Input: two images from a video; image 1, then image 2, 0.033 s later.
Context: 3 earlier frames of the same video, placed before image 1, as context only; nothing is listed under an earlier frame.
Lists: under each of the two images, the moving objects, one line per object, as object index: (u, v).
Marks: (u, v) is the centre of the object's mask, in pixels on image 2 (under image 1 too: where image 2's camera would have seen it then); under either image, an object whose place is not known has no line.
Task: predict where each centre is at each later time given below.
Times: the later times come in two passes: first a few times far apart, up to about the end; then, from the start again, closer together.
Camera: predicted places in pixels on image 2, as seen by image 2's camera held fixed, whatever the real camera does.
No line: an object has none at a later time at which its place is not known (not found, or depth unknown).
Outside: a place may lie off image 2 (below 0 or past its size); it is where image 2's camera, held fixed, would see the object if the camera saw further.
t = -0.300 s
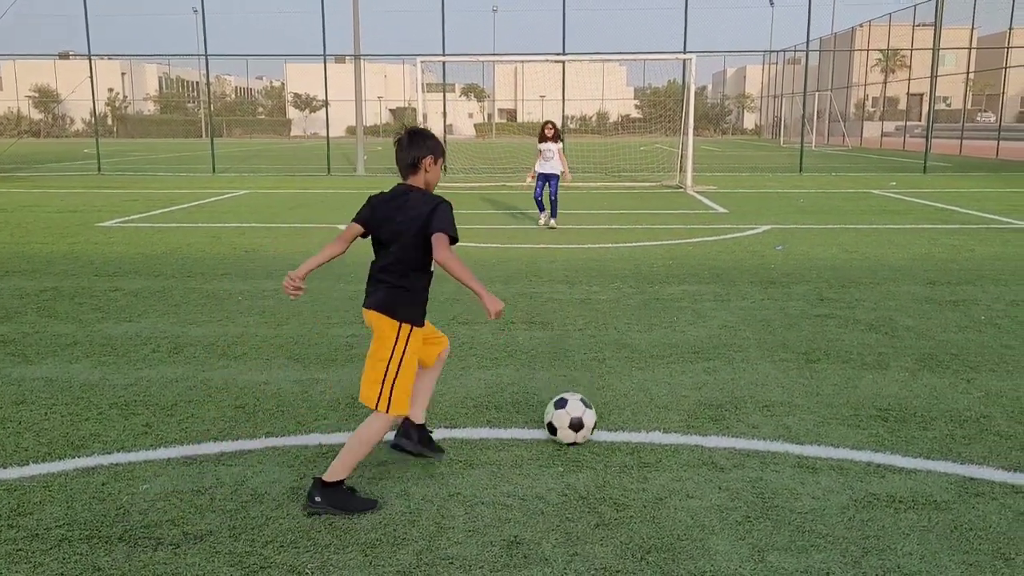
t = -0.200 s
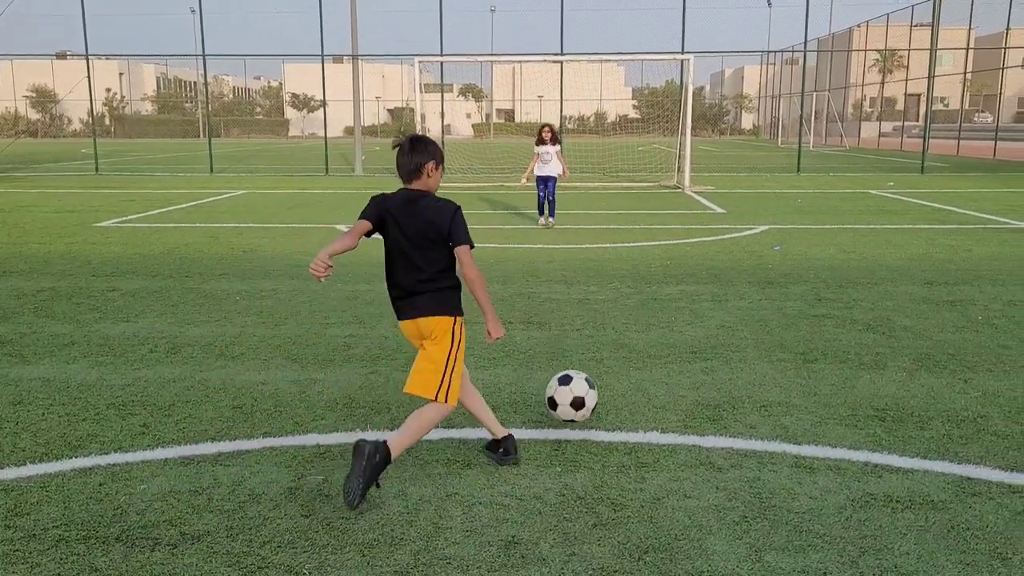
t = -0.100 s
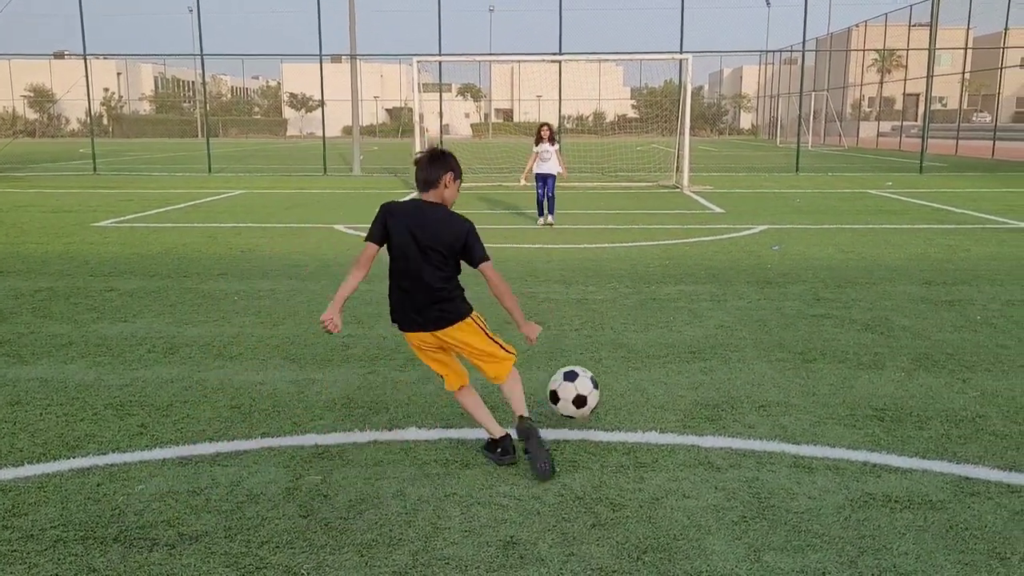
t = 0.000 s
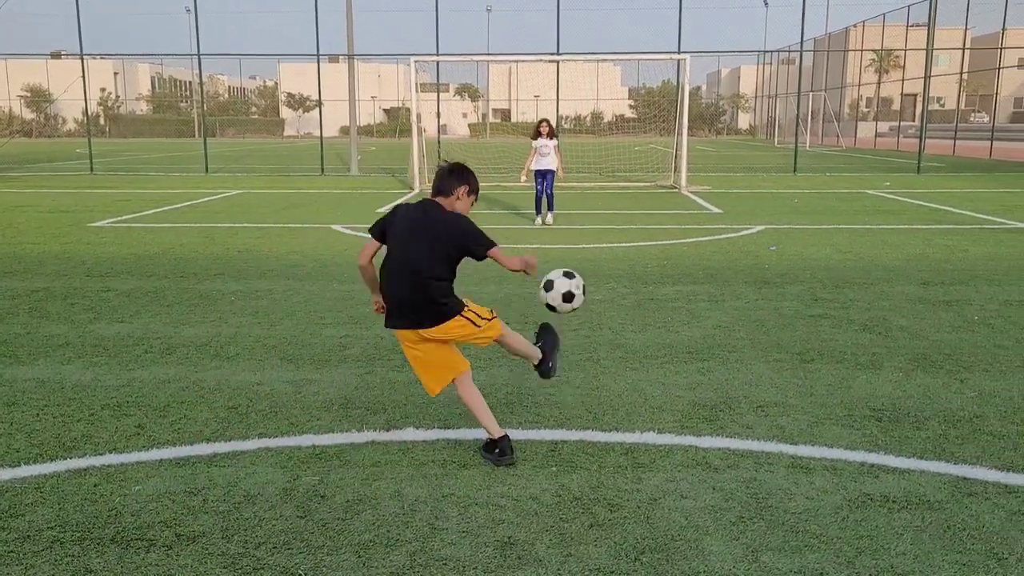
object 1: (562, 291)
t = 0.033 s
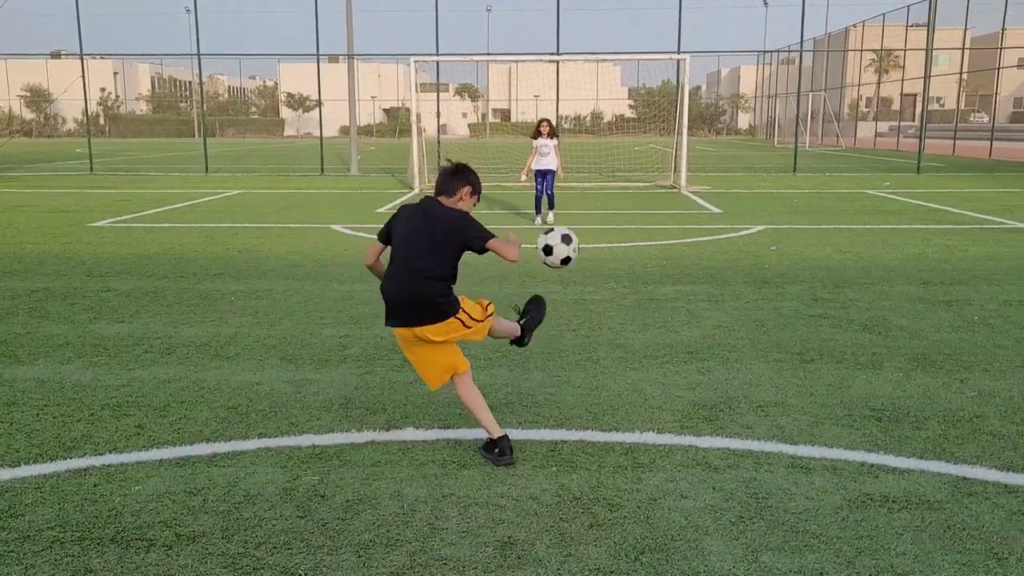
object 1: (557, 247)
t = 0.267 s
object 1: (533, 86)
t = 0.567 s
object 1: (514, 45)
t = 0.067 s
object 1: (553, 210)
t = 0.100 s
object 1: (549, 179)
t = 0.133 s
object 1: (545, 153)
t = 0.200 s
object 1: (539, 114)
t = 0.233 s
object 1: (536, 97)
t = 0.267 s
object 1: (533, 86)
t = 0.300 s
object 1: (531, 74)
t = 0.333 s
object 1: (528, 66)
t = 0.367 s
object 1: (526, 59)
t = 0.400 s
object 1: (523, 53)
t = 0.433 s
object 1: (521, 50)
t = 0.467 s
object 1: (519, 47)
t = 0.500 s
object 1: (518, 46)
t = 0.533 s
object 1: (515, 44)
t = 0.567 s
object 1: (514, 45)
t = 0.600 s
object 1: (512, 46)
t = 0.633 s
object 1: (510, 48)
